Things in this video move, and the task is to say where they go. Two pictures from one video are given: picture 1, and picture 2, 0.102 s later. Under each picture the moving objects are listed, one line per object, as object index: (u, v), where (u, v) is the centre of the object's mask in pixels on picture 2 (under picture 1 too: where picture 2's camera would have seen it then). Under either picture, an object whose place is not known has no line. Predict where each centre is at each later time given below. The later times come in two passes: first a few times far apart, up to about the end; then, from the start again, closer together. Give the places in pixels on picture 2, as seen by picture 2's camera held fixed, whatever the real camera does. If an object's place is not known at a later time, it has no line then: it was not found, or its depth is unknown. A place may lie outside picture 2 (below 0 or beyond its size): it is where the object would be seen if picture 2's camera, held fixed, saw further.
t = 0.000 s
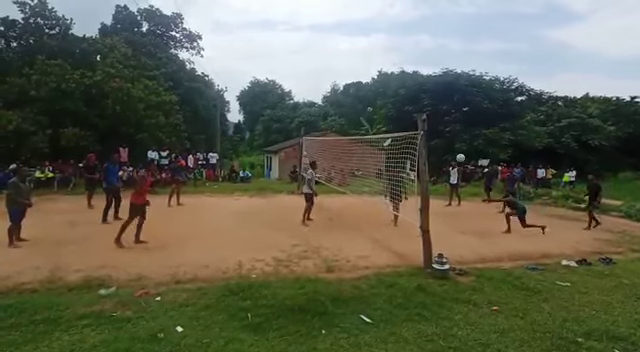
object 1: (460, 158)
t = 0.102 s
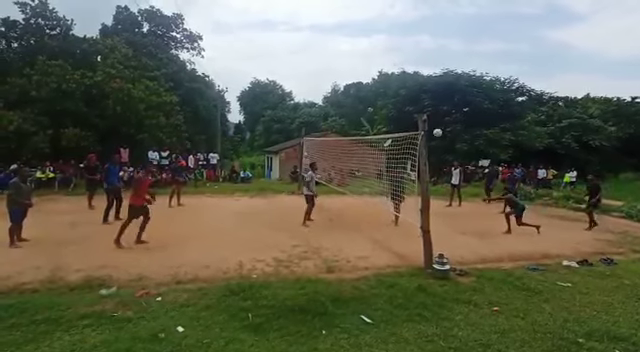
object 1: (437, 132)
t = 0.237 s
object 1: (404, 103)
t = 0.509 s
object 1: (334, 64)
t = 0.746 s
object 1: (267, 53)
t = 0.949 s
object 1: (205, 63)
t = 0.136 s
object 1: (430, 124)
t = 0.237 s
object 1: (404, 103)
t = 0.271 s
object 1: (396, 96)
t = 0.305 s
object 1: (387, 91)
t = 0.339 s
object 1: (378, 84)
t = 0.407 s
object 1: (361, 76)
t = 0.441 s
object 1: (352, 71)
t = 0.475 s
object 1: (343, 68)
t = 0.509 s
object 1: (334, 64)
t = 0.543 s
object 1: (324, 61)
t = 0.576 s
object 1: (315, 59)
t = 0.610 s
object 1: (306, 56)
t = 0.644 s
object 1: (296, 55)
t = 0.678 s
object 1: (286, 54)
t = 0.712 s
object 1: (277, 53)
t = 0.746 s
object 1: (267, 53)
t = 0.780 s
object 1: (257, 53)
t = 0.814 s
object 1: (247, 54)
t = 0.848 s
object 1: (237, 56)
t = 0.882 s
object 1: (226, 57)
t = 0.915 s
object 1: (216, 60)
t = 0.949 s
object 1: (205, 63)
